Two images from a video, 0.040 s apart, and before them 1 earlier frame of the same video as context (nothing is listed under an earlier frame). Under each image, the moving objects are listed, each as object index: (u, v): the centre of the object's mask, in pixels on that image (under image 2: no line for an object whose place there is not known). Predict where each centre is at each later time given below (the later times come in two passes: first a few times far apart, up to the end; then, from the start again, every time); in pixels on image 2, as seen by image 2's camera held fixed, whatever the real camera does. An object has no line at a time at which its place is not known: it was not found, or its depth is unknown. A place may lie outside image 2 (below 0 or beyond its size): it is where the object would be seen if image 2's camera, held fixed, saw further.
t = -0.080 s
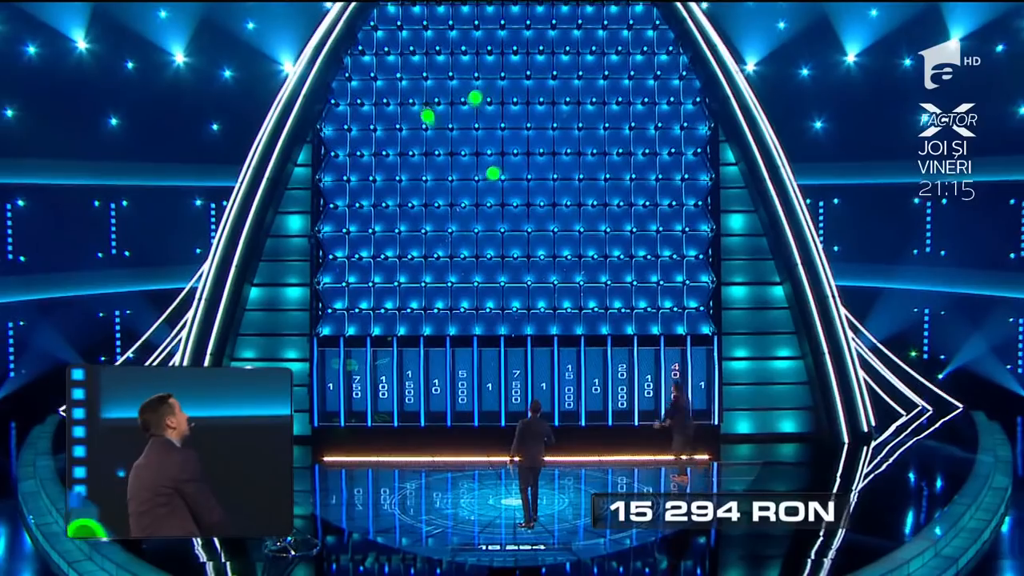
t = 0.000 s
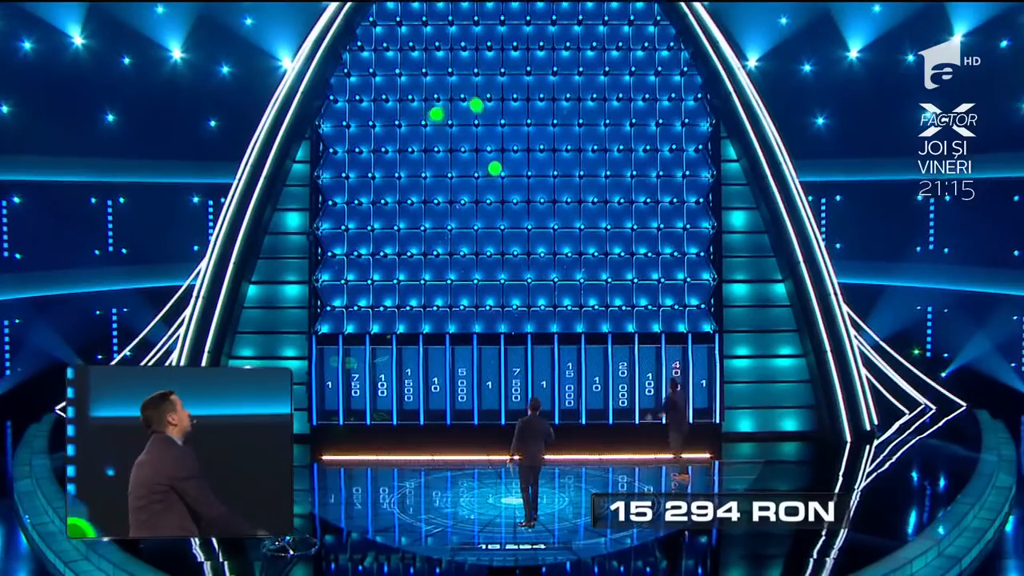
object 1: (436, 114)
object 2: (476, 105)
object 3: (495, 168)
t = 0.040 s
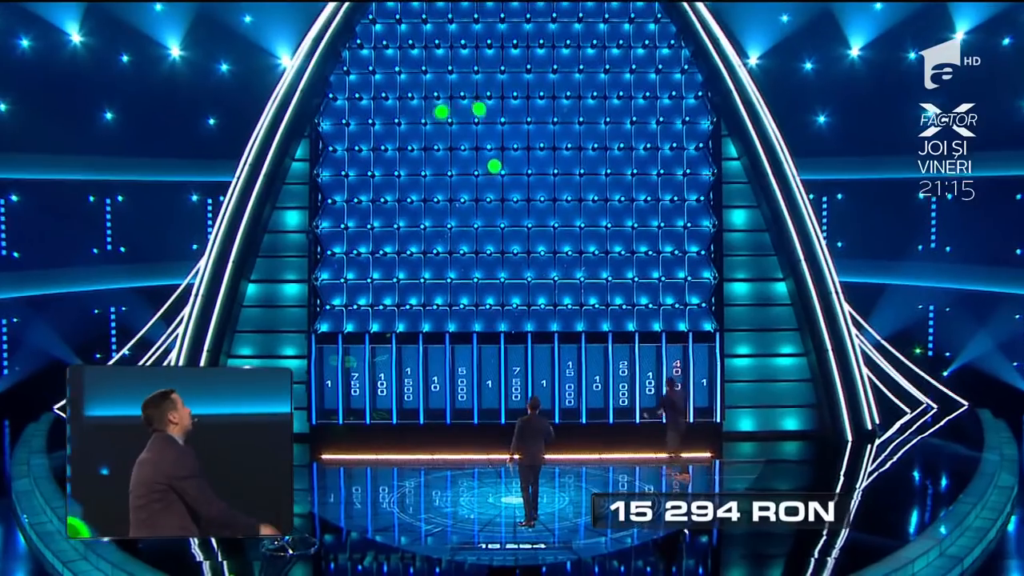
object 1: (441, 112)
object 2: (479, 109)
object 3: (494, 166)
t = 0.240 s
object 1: (465, 111)
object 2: (492, 113)
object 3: (491, 174)
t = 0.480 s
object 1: (475, 108)
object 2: (496, 108)
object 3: (488, 185)
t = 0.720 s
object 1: (475, 110)
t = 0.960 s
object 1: (474, 111)
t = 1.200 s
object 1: (472, 111)
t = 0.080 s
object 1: (447, 112)
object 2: (482, 114)
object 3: (493, 166)
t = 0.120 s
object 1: (452, 112)
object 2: (487, 116)
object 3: (493, 167)
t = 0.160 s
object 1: (456, 112)
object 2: (492, 117)
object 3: (492, 169)
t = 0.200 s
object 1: (461, 111)
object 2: (493, 116)
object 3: (492, 171)
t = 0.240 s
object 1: (465, 111)
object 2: (492, 113)
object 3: (491, 174)
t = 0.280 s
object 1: (470, 112)
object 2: (490, 110)
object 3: (490, 178)
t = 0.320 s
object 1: (474, 111)
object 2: (489, 108)
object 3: (490, 182)
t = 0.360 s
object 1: (475, 109)
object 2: (490, 107)
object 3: (489, 188)
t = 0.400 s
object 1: (476, 108)
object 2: (492, 107)
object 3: (488, 189)
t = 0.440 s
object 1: (476, 108)
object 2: (494, 107)
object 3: (488, 187)
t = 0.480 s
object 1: (475, 108)
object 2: (496, 108)
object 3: (488, 185)
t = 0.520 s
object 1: (475, 109)
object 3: (488, 184)
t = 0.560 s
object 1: (475, 109)
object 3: (487, 184)
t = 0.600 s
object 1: (475, 109)
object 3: (487, 184)
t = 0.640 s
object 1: (475, 110)
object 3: (486, 185)
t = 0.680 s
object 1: (475, 111)
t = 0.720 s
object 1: (475, 110)
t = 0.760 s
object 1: (475, 110)
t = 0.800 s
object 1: (475, 111)
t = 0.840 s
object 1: (475, 111)
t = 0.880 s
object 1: (475, 111)
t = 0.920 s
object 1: (474, 111)
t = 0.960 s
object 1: (474, 111)
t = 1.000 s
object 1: (474, 111)
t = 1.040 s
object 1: (473, 111)
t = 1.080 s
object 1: (473, 111)
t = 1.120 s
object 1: (473, 111)
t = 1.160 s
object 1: (472, 111)
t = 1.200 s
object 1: (472, 111)
